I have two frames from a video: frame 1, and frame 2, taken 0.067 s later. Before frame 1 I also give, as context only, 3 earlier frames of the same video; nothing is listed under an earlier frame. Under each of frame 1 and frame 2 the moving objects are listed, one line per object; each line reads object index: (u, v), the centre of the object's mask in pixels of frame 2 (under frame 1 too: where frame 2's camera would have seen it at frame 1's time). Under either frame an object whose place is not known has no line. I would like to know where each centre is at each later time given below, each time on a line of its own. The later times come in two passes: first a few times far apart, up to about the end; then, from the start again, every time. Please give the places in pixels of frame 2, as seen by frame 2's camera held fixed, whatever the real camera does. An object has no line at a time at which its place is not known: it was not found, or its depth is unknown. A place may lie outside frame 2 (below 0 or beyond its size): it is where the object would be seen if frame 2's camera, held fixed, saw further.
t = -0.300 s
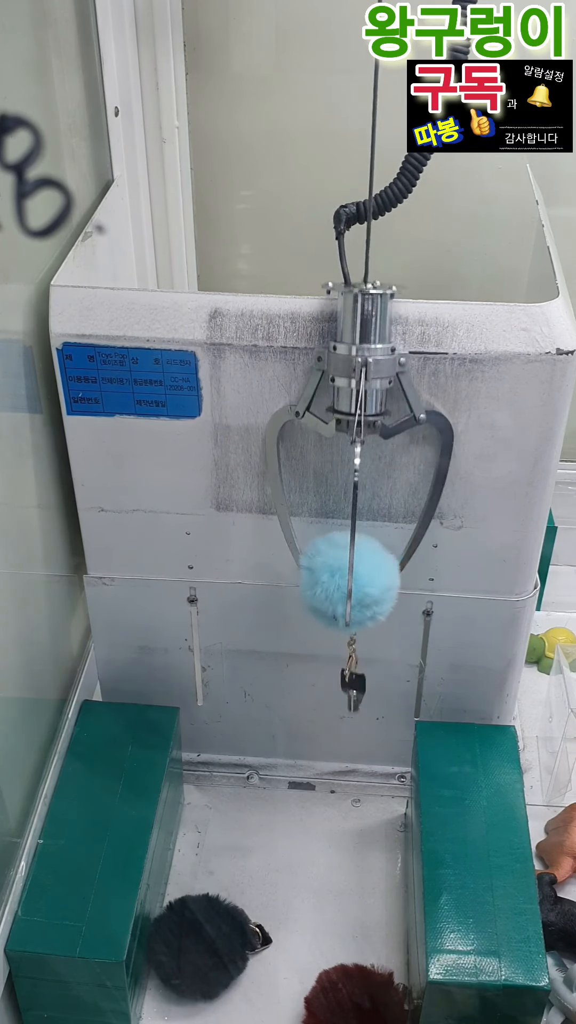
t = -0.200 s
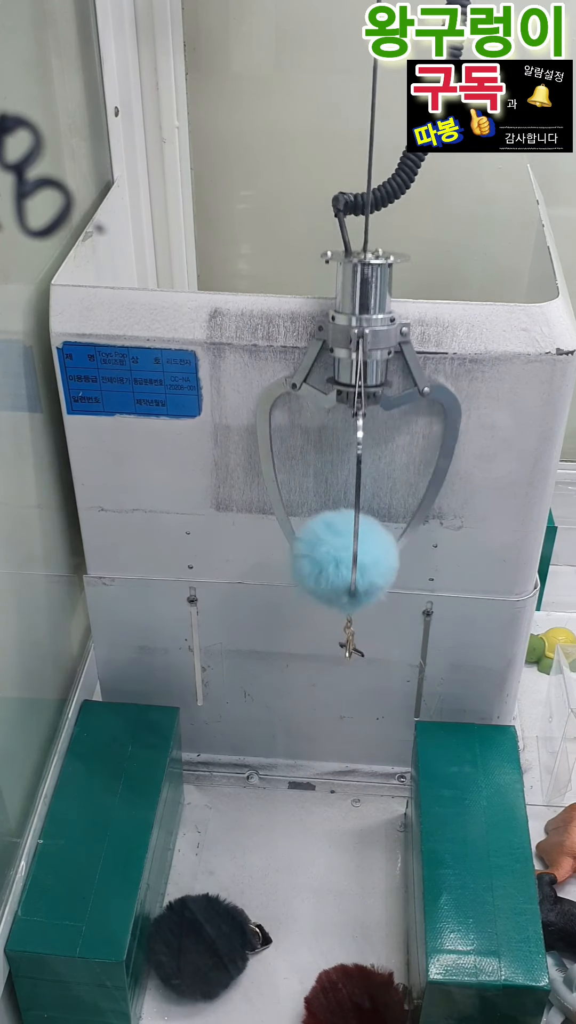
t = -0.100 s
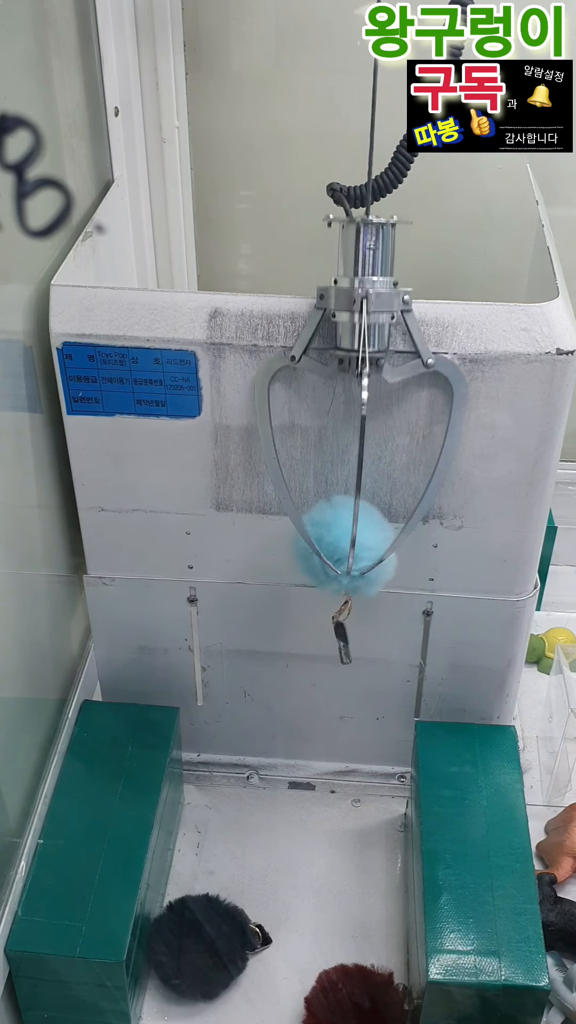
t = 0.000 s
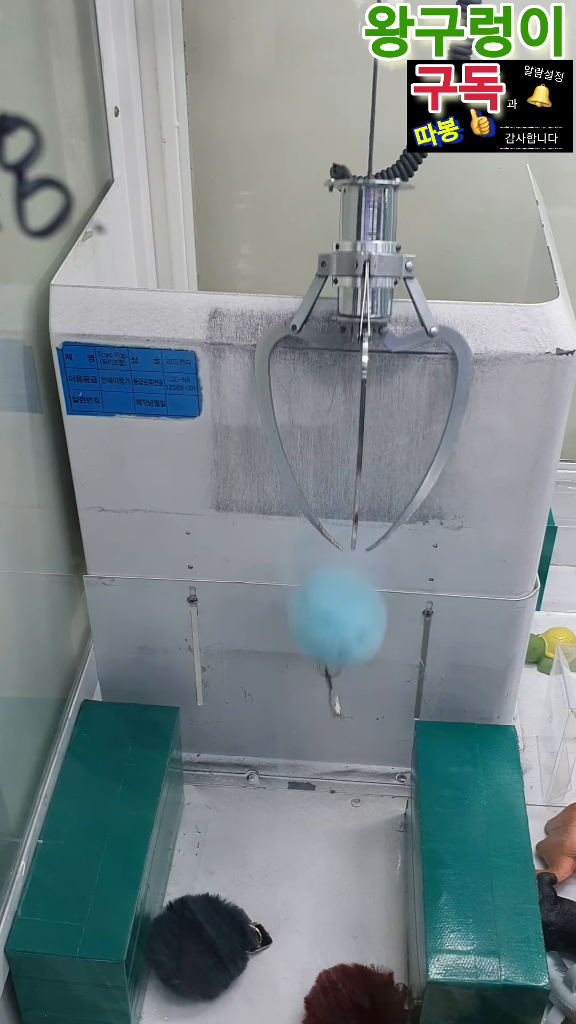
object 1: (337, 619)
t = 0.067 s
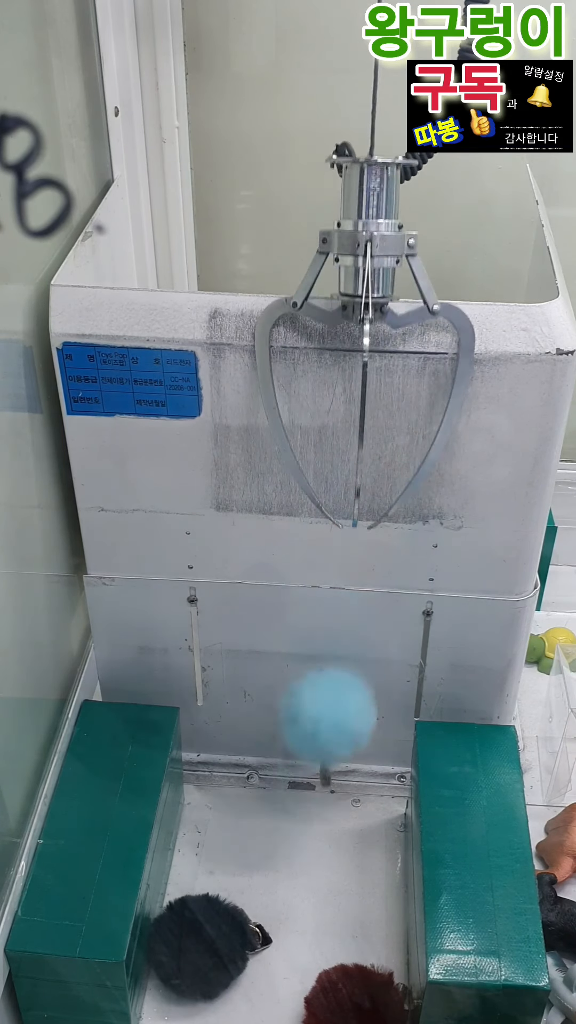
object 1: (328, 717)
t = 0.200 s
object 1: (360, 829)
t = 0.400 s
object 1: (352, 839)
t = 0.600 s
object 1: (350, 836)
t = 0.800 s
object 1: (350, 837)
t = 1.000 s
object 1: (350, 837)
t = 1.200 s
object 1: (350, 837)
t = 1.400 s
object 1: (350, 837)
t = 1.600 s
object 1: (350, 837)
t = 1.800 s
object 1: (350, 837)
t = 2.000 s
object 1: (350, 837)
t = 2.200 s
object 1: (350, 837)
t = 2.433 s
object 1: (350, 837)
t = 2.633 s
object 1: (350, 837)
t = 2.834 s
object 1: (351, 837)
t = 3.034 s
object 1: (351, 837)
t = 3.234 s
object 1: (351, 837)
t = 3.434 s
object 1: (351, 836)
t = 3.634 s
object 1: (351, 837)
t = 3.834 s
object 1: (351, 837)
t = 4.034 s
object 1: (351, 837)
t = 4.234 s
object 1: (351, 837)
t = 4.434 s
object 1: (351, 836)
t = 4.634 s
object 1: (351, 836)
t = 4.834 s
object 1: (351, 836)
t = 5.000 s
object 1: (351, 837)
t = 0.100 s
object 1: (323, 773)
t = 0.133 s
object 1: (327, 811)
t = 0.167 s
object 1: (344, 820)
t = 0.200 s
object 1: (360, 829)
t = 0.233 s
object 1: (367, 835)
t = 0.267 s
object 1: (367, 839)
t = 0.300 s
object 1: (365, 841)
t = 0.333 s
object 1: (361, 841)
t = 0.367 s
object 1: (356, 841)
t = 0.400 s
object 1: (352, 839)
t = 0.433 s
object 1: (350, 837)
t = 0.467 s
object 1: (350, 836)
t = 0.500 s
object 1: (350, 836)
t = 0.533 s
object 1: (350, 836)
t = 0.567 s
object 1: (350, 836)
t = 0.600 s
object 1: (350, 836)
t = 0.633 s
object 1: (350, 837)
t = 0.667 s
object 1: (350, 836)
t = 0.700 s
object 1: (350, 837)
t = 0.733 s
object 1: (350, 837)
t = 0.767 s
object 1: (350, 837)
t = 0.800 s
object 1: (350, 837)
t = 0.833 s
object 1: (350, 837)
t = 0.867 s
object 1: (350, 837)
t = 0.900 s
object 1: (350, 837)
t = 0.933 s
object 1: (350, 837)
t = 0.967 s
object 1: (350, 837)
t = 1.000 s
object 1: (350, 837)
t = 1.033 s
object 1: (350, 837)
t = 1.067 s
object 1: (350, 837)
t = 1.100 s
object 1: (350, 837)
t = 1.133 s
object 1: (350, 837)
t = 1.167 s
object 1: (350, 837)
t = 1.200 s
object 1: (350, 837)
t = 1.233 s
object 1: (350, 837)
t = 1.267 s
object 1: (350, 837)
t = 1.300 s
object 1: (350, 837)
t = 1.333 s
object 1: (350, 837)
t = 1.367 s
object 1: (350, 837)
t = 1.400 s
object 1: (350, 837)
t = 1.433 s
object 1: (350, 837)
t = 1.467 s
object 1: (350, 837)
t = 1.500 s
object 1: (351, 837)
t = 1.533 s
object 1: (351, 837)
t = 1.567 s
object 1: (350, 837)
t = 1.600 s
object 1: (350, 837)
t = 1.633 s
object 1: (350, 837)
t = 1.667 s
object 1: (350, 837)
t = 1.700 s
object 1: (350, 837)
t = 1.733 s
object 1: (350, 837)
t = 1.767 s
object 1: (351, 836)
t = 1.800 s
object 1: (350, 837)
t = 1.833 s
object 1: (350, 837)
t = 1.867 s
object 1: (350, 837)
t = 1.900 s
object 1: (350, 837)
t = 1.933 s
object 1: (350, 837)
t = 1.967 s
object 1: (350, 837)
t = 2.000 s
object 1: (350, 837)
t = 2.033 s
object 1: (350, 837)
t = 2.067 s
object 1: (350, 837)
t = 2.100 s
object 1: (350, 837)
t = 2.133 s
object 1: (350, 837)
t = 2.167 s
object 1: (350, 837)
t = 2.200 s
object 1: (350, 837)
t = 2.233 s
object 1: (350, 837)
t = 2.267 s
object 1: (350, 837)
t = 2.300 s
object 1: (350, 837)
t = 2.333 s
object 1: (350, 837)
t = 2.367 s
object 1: (350, 837)
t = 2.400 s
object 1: (350, 837)
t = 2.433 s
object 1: (350, 837)
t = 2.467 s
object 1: (350, 837)
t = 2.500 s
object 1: (350, 837)
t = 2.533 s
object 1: (350, 837)
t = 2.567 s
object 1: (350, 837)
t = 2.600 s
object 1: (350, 837)
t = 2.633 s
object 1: (350, 837)
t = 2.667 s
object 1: (350, 837)
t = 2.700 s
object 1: (350, 837)
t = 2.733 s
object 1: (350, 837)
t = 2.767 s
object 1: (351, 837)
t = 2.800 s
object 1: (351, 837)
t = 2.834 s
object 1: (351, 837)
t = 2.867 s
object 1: (351, 837)
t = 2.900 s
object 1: (351, 837)
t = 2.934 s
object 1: (351, 837)
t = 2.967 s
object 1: (351, 837)
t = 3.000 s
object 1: (351, 837)
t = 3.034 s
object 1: (351, 837)
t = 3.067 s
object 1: (351, 837)
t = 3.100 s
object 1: (351, 837)
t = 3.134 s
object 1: (351, 837)
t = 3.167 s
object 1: (351, 837)
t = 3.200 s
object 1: (351, 837)
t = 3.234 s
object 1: (351, 837)
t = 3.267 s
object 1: (351, 837)
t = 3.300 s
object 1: (351, 837)
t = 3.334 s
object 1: (351, 837)
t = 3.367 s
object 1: (351, 837)
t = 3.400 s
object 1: (351, 837)
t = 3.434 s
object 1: (351, 836)
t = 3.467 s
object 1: (351, 837)
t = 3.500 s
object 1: (351, 836)
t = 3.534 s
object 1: (351, 836)
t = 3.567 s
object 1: (351, 837)
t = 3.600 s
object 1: (351, 836)
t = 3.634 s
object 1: (351, 837)
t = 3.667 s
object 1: (351, 836)
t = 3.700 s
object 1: (351, 837)
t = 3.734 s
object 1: (351, 837)
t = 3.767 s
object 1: (351, 836)
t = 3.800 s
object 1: (350, 837)
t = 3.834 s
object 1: (351, 837)
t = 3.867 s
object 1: (351, 837)
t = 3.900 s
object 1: (351, 837)
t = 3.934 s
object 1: (350, 837)
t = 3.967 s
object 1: (351, 837)
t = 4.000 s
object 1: (351, 837)
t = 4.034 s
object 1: (351, 837)
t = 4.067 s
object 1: (351, 837)
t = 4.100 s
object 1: (351, 837)
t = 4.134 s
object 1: (350, 837)
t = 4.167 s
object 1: (351, 836)
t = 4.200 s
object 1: (351, 837)
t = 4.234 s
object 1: (351, 837)
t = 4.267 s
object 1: (351, 837)
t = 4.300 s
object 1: (351, 836)
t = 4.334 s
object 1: (351, 836)
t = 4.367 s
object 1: (351, 837)
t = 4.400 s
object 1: (351, 836)
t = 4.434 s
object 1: (351, 836)
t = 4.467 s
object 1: (351, 836)
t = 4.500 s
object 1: (351, 836)
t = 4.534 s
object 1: (351, 837)
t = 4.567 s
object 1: (351, 837)
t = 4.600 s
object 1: (351, 836)
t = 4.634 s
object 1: (351, 836)
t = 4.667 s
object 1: (351, 837)
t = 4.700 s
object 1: (351, 836)
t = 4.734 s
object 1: (351, 836)
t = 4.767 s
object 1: (351, 836)
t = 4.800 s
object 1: (351, 836)
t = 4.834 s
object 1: (351, 836)
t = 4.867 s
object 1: (351, 836)
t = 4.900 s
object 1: (351, 836)
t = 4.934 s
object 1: (351, 837)
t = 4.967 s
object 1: (351, 837)
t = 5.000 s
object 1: (351, 837)
